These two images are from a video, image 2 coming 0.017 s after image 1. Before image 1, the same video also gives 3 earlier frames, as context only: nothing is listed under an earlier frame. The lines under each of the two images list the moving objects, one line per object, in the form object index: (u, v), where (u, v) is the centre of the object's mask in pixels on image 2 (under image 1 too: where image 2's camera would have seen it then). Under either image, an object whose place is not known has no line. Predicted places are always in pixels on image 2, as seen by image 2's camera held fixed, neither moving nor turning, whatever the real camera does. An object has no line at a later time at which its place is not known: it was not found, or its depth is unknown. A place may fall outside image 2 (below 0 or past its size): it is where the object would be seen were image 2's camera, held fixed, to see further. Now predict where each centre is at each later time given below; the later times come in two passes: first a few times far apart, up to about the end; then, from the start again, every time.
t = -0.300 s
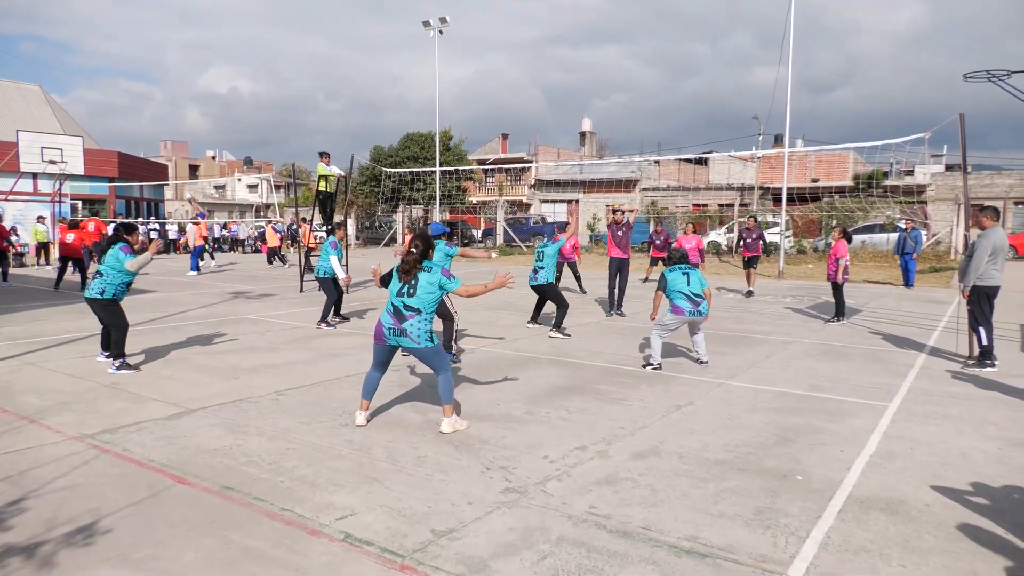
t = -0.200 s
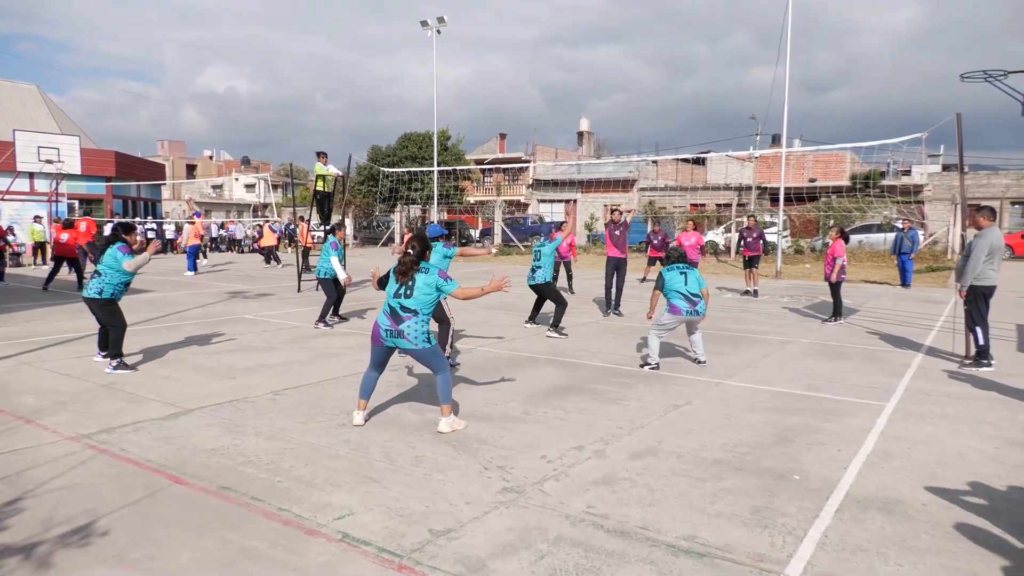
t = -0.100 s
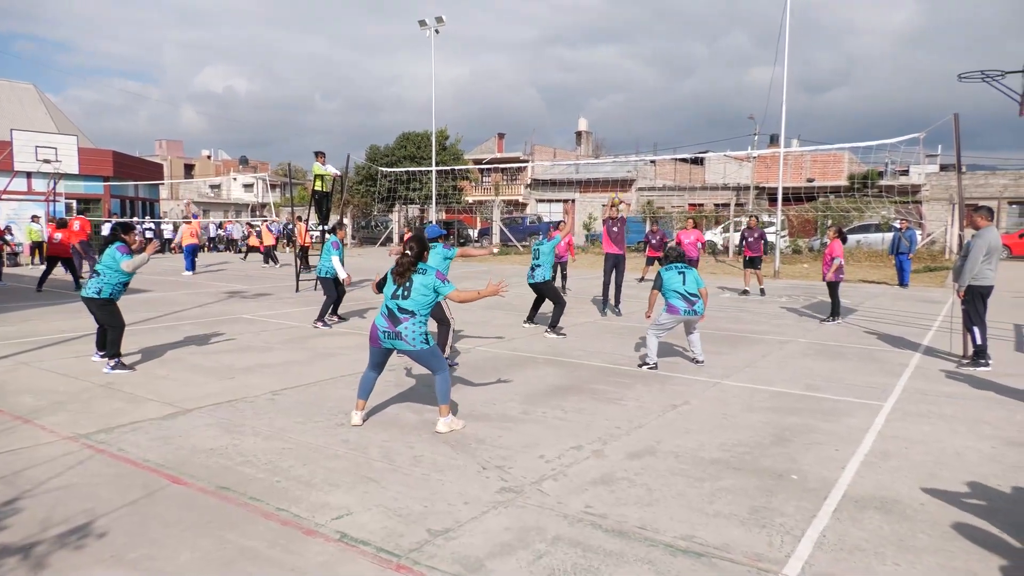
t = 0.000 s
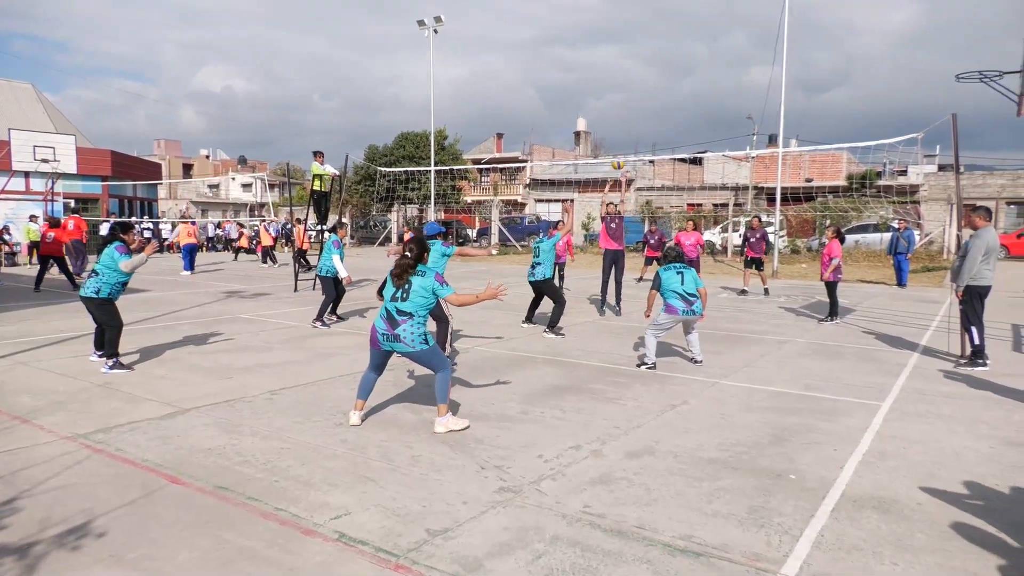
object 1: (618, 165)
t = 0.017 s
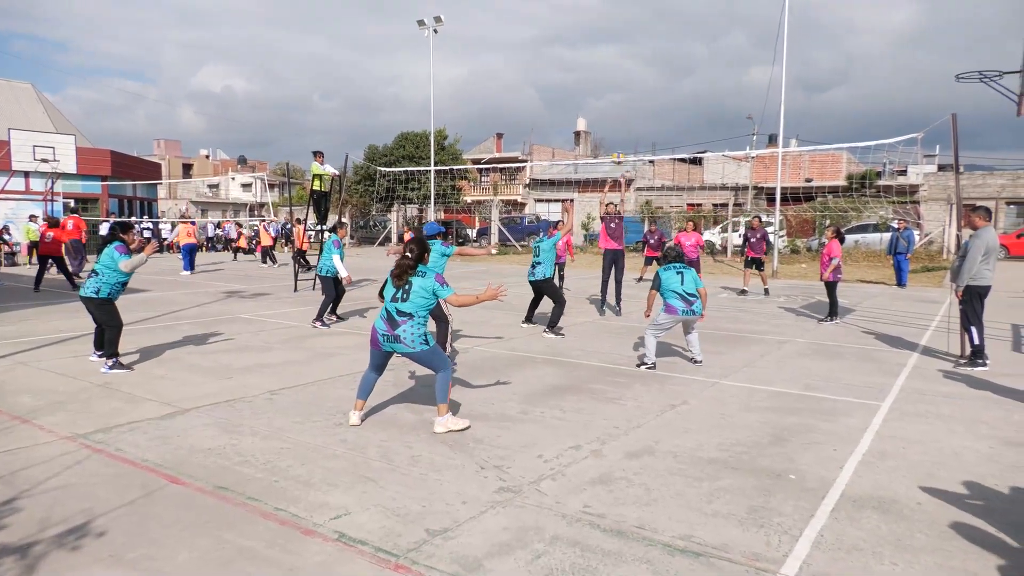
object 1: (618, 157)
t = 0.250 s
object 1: (620, 88)
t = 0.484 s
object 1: (620, 35)
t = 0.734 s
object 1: (620, 21)
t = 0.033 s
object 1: (618, 152)
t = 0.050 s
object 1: (618, 147)
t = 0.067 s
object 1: (619, 141)
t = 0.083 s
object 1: (619, 136)
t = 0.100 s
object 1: (619, 131)
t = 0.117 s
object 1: (619, 126)
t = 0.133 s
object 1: (619, 121)
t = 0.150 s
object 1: (620, 116)
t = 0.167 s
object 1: (620, 111)
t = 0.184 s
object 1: (620, 106)
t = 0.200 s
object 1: (620, 101)
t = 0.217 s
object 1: (620, 97)
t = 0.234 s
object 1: (620, 92)
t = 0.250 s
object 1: (620, 88)
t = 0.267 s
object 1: (620, 83)
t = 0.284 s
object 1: (620, 79)
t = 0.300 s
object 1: (620, 75)
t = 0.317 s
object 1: (620, 71)
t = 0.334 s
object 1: (620, 66)
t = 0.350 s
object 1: (620, 62)
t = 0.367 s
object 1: (621, 58)
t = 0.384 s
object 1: (621, 55)
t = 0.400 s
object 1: (621, 51)
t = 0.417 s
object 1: (621, 48)
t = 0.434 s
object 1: (620, 44)
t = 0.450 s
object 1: (620, 41)
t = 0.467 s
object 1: (620, 38)
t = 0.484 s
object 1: (620, 35)
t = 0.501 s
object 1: (620, 33)
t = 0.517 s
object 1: (620, 30)
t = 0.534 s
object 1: (620, 28)
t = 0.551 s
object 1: (620, 26)
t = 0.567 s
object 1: (620, 24)
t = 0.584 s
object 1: (620, 23)
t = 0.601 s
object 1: (620, 21)
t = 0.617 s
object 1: (620, 20)
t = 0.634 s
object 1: (620, 20)
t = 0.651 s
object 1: (620, 19)
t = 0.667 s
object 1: (620, 19)
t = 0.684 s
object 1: (620, 19)
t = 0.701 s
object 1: (620, 19)
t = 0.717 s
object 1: (620, 20)
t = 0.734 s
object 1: (620, 21)
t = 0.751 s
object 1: (621, 23)
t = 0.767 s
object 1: (621, 25)
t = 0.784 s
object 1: (621, 28)
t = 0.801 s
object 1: (621, 31)
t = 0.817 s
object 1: (621, 35)
